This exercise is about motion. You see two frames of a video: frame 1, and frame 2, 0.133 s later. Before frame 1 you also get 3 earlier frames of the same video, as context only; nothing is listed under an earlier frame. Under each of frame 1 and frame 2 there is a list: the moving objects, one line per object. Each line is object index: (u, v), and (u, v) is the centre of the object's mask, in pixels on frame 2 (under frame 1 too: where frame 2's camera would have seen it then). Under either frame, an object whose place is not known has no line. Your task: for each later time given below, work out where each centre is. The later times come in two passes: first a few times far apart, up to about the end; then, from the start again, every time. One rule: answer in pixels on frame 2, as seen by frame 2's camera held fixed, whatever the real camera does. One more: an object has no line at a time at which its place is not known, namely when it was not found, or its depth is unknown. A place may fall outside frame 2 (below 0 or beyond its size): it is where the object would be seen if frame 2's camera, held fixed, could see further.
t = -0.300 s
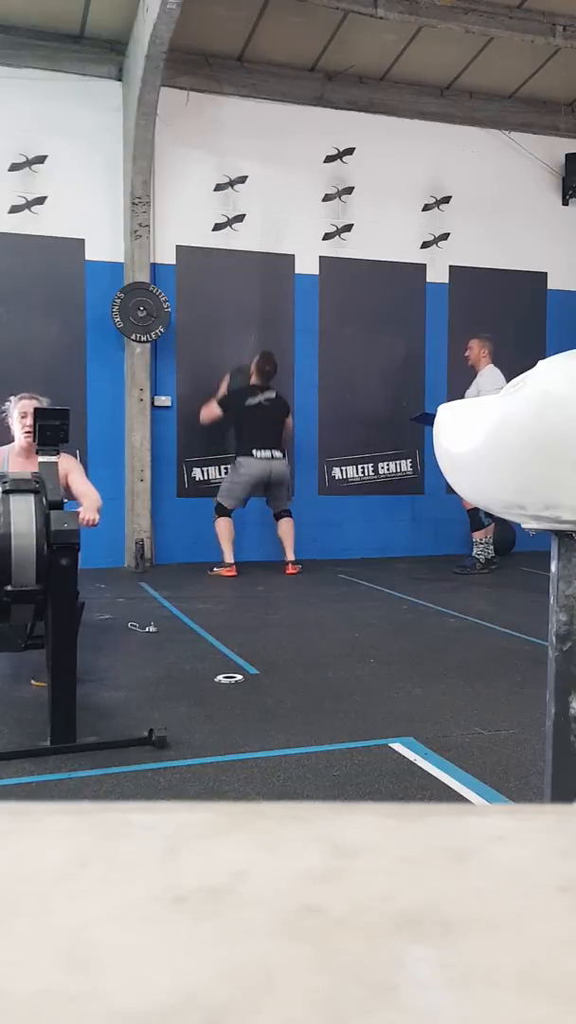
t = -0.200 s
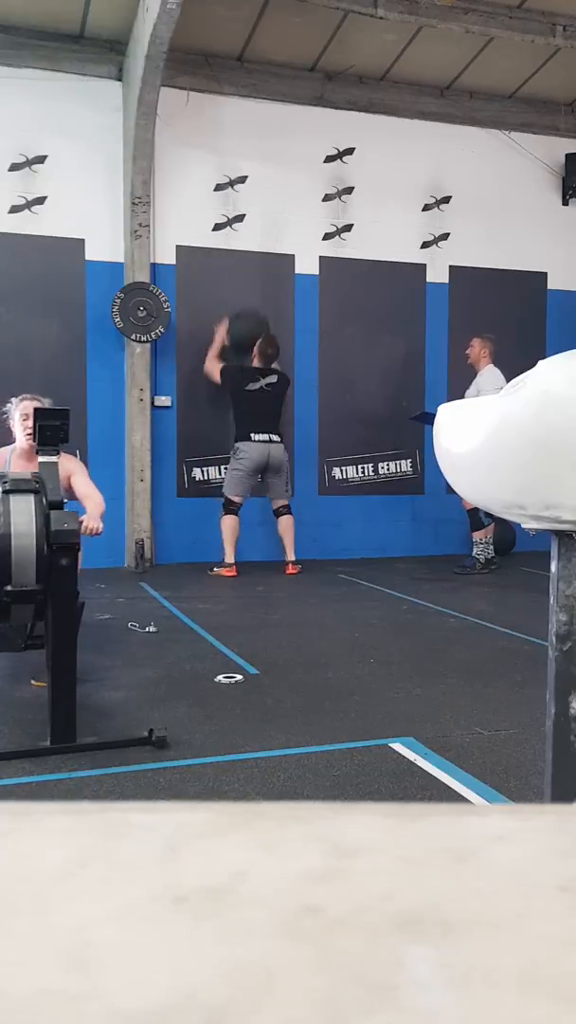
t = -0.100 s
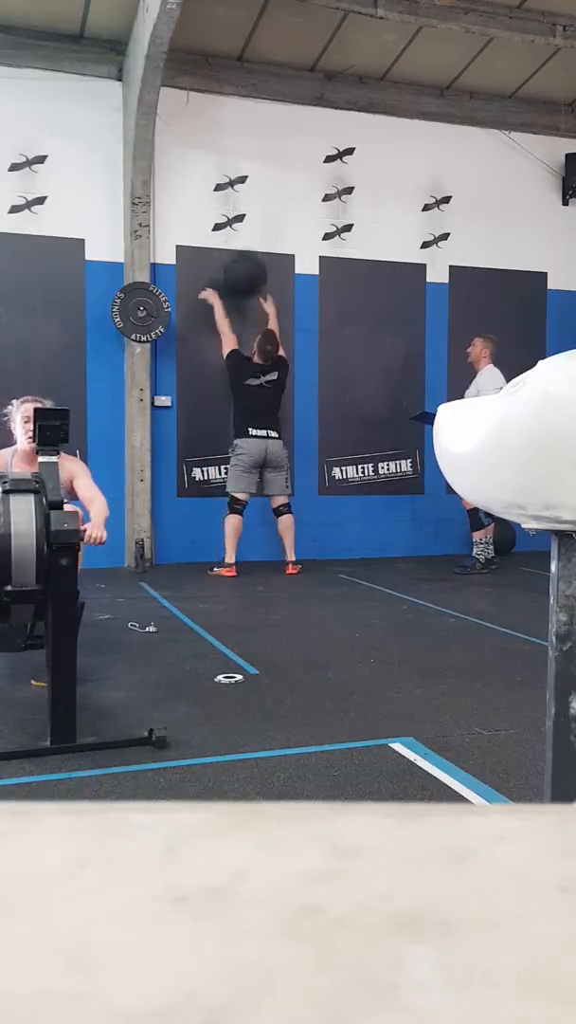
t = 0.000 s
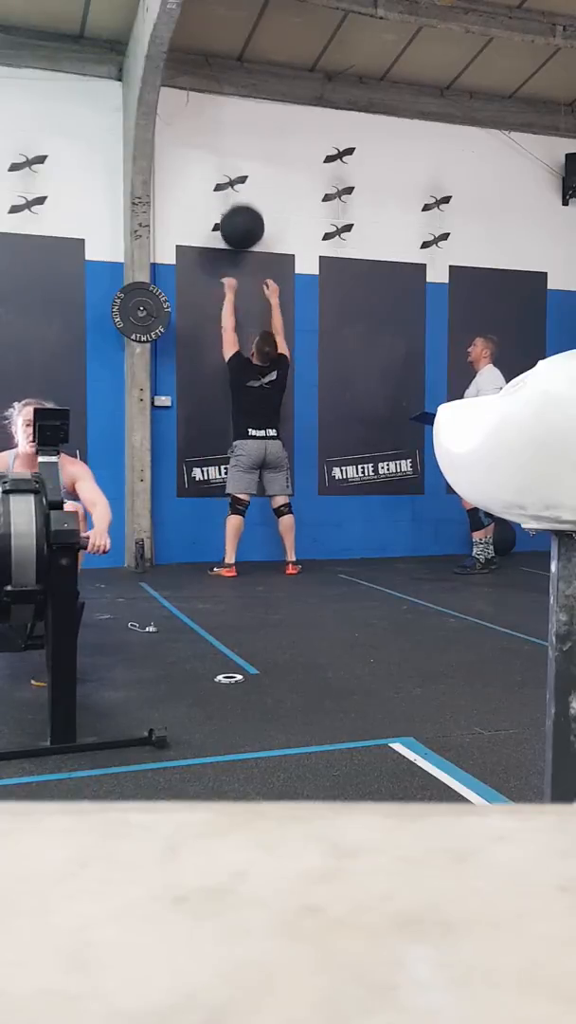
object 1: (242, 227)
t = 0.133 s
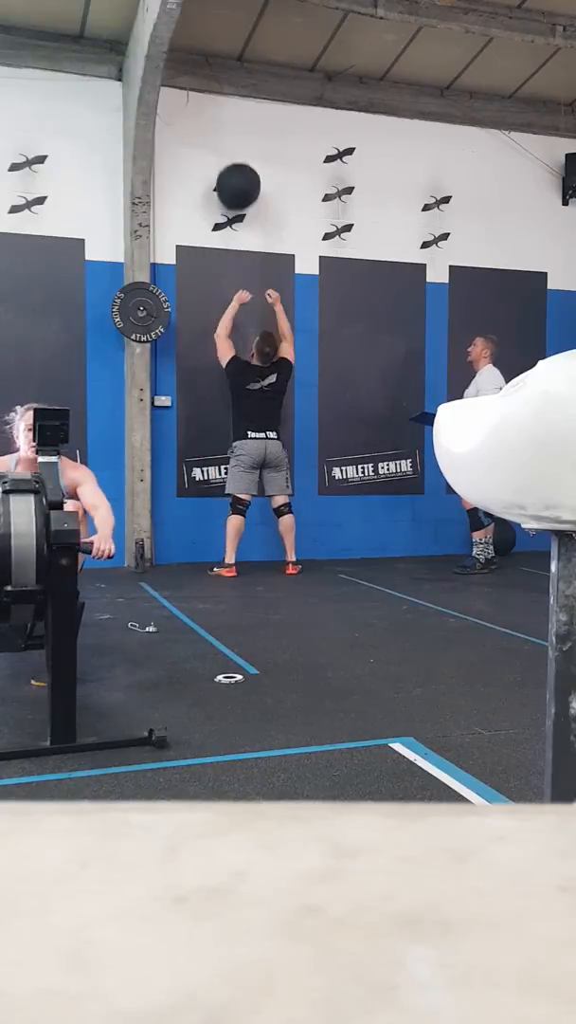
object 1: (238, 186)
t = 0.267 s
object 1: (234, 169)
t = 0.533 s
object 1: (237, 192)
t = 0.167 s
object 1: (237, 180)
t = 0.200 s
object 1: (236, 174)
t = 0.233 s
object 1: (235, 171)
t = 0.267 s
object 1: (234, 169)
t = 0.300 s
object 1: (234, 168)
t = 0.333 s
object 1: (234, 168)
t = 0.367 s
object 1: (235, 168)
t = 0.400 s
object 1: (235, 170)
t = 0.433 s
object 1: (236, 174)
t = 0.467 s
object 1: (236, 178)
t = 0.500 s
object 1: (237, 184)
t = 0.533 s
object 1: (237, 192)
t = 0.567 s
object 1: (238, 200)
